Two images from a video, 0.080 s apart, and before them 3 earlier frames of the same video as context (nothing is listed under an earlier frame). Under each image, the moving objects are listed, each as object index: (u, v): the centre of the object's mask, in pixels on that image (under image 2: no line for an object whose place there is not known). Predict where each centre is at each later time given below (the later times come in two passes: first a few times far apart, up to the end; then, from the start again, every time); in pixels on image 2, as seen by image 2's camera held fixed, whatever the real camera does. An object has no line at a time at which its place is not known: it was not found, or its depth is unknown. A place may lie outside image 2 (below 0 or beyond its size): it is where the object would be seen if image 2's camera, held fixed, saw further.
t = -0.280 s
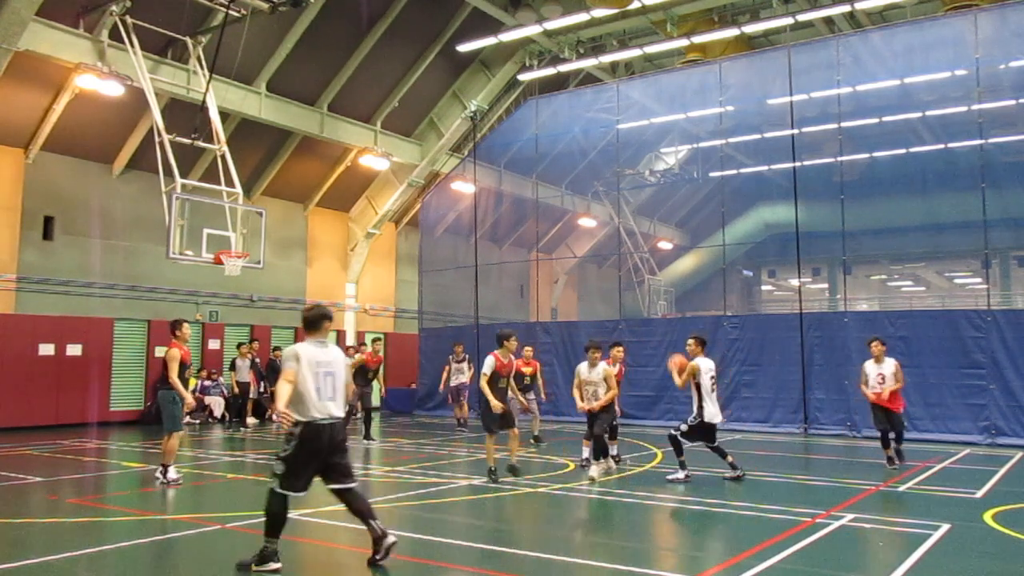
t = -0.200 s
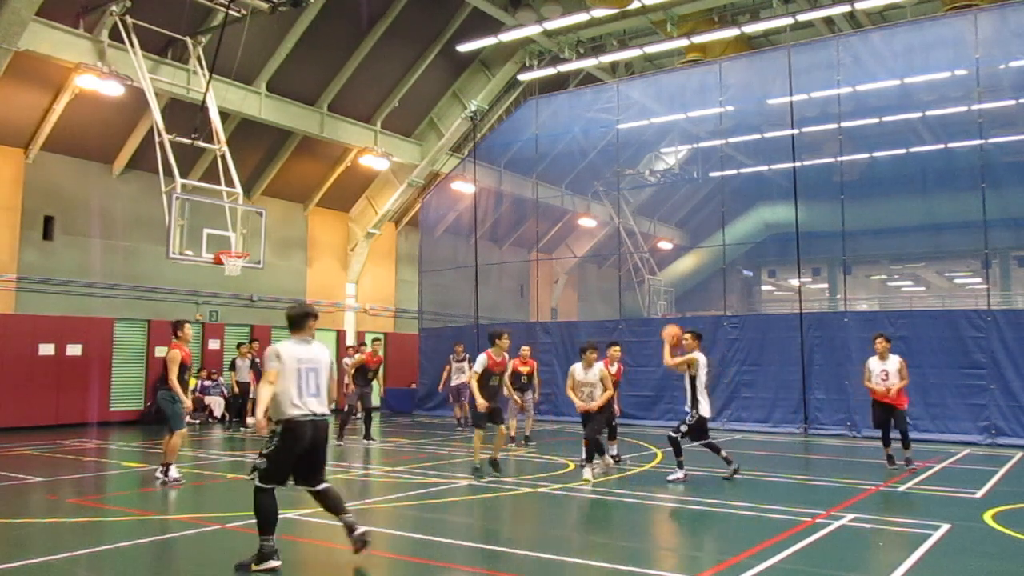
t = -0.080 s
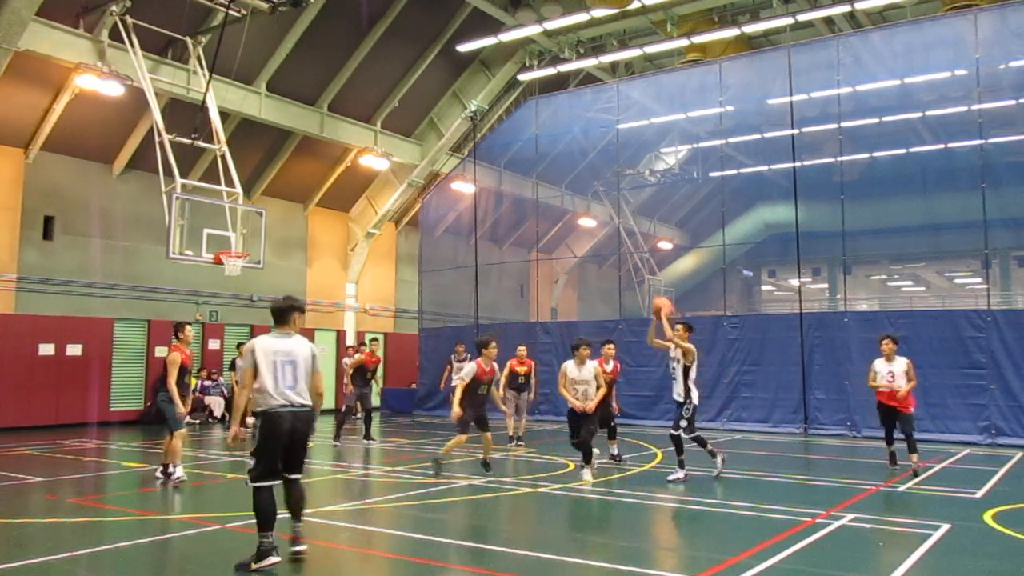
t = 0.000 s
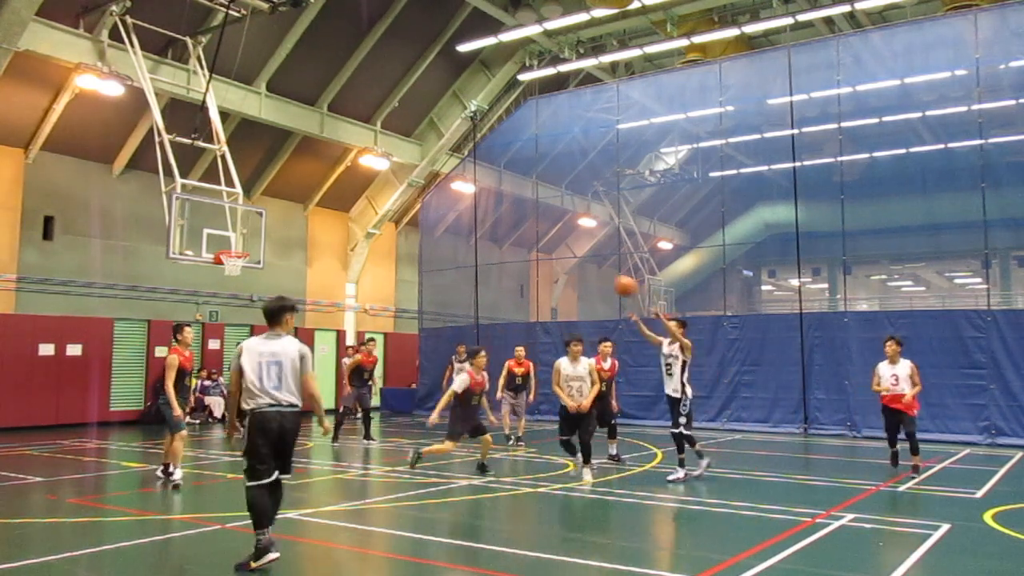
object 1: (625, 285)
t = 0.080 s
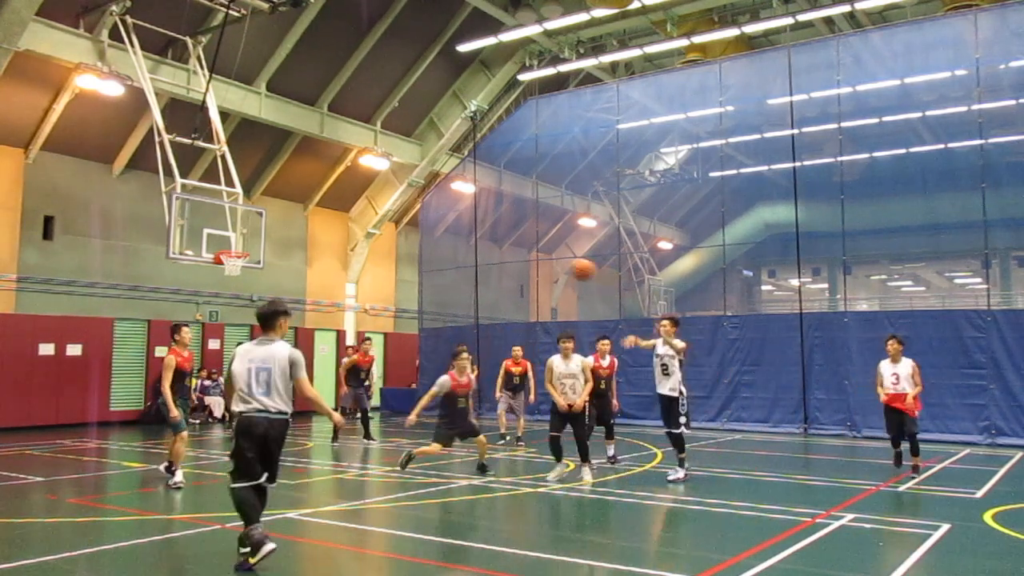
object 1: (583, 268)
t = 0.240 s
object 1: (485, 250)
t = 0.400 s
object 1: (368, 256)
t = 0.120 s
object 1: (560, 263)
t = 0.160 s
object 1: (536, 257)
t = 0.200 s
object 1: (512, 253)
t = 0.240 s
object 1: (485, 250)
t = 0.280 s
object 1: (458, 249)
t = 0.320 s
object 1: (430, 249)
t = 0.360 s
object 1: (400, 252)
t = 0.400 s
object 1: (368, 256)
